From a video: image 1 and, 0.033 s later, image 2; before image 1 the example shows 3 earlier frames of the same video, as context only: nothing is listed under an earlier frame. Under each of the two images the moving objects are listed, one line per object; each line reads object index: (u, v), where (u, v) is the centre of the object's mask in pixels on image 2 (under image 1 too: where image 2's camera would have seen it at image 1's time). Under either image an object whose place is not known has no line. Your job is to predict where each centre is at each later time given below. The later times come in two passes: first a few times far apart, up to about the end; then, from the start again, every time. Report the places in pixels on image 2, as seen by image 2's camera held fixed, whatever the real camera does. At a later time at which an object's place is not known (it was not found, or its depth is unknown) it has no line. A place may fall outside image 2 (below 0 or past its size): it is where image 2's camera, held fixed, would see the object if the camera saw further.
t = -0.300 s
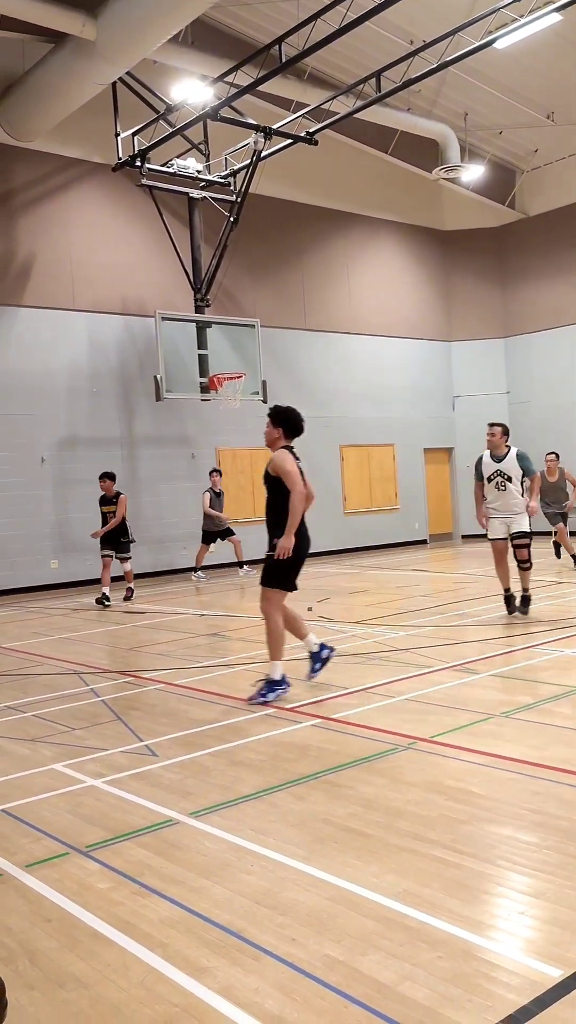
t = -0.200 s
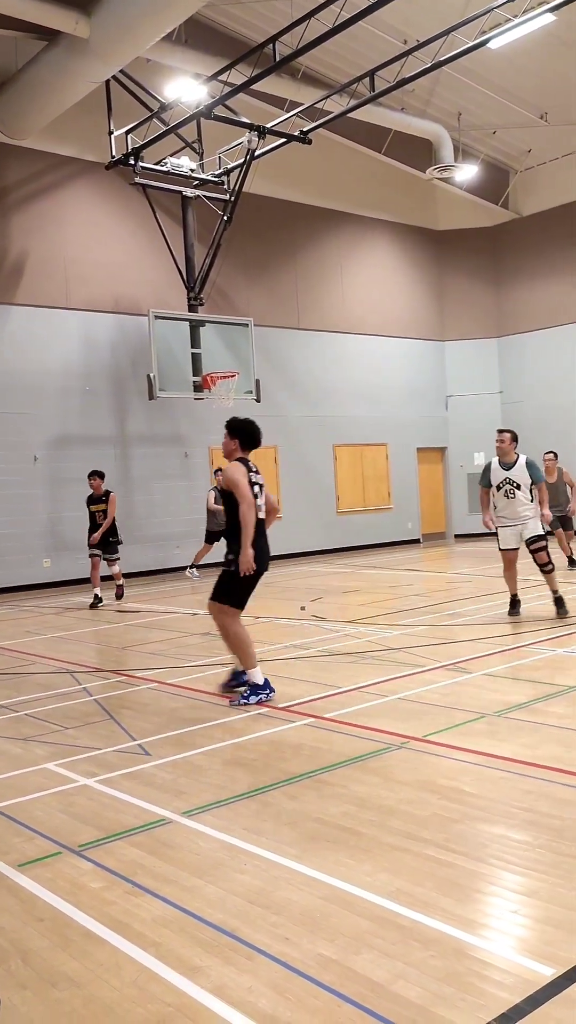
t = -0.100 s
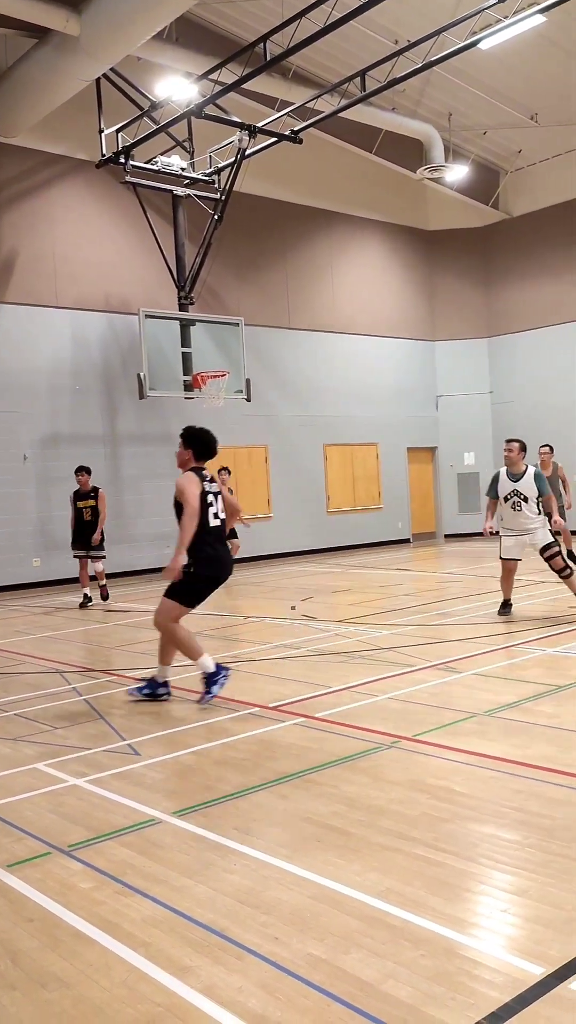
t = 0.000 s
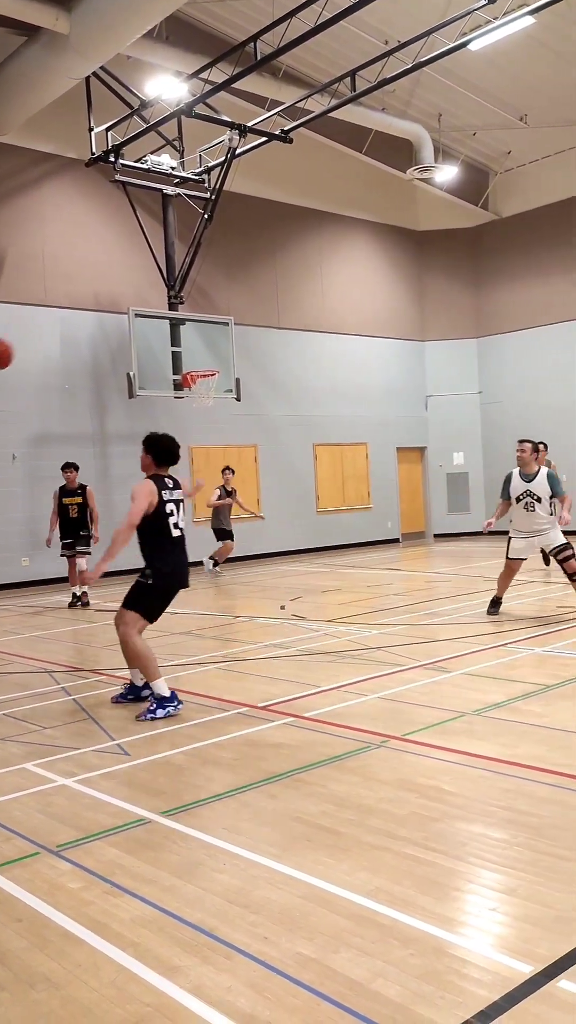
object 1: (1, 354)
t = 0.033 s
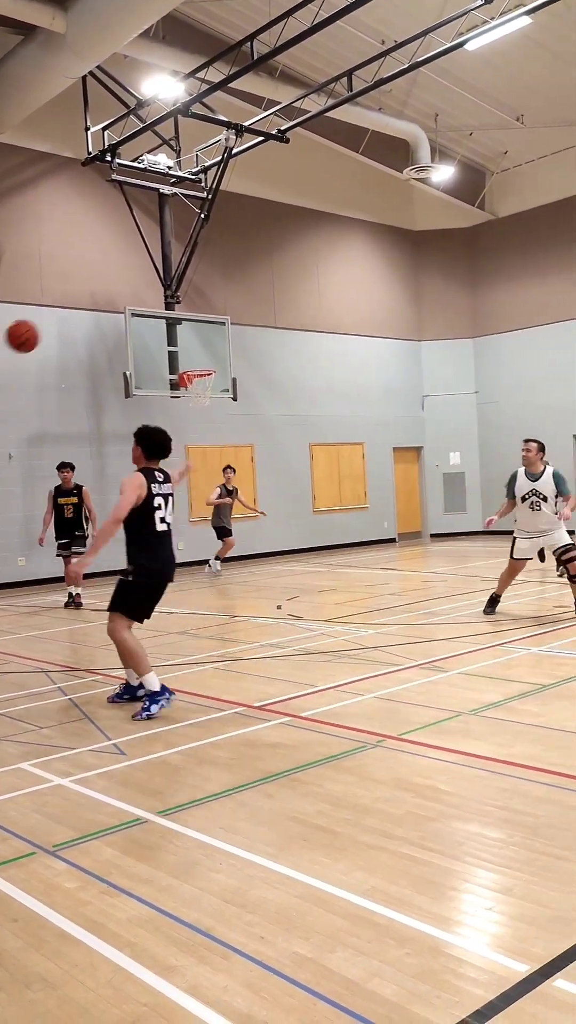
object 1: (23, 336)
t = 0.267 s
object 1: (240, 259)
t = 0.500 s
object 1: (462, 253)
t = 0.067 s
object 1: (53, 321)
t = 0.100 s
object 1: (84, 308)
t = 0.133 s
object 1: (114, 296)
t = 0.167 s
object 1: (145, 284)
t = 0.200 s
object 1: (176, 275)
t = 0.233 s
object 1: (208, 266)
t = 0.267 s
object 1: (240, 259)
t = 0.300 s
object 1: (271, 254)
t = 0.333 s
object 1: (302, 250)
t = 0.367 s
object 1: (334, 248)
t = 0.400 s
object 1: (366, 247)
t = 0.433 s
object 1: (398, 247)
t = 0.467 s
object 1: (430, 249)
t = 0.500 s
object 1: (462, 253)
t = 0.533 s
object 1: (495, 257)
